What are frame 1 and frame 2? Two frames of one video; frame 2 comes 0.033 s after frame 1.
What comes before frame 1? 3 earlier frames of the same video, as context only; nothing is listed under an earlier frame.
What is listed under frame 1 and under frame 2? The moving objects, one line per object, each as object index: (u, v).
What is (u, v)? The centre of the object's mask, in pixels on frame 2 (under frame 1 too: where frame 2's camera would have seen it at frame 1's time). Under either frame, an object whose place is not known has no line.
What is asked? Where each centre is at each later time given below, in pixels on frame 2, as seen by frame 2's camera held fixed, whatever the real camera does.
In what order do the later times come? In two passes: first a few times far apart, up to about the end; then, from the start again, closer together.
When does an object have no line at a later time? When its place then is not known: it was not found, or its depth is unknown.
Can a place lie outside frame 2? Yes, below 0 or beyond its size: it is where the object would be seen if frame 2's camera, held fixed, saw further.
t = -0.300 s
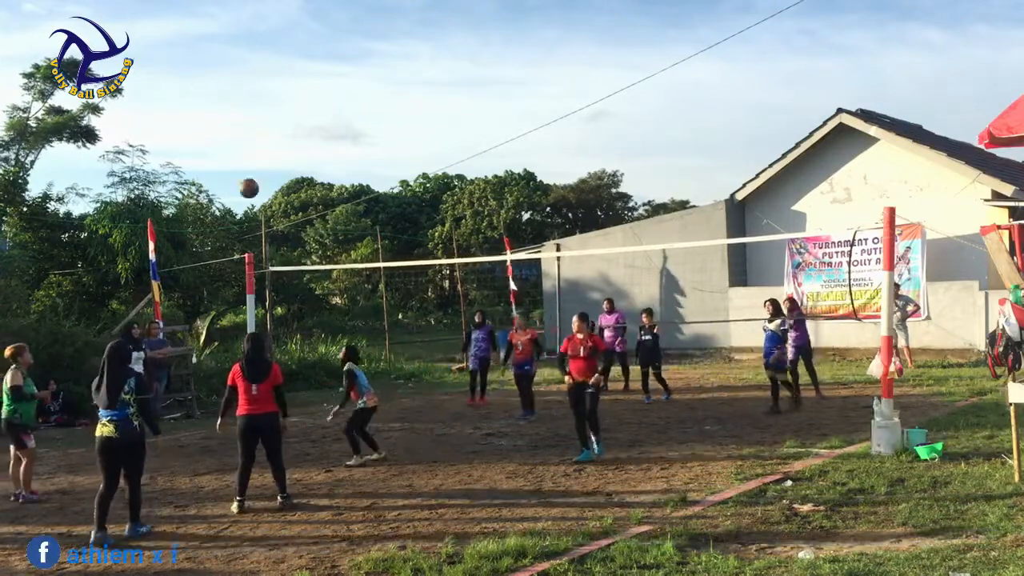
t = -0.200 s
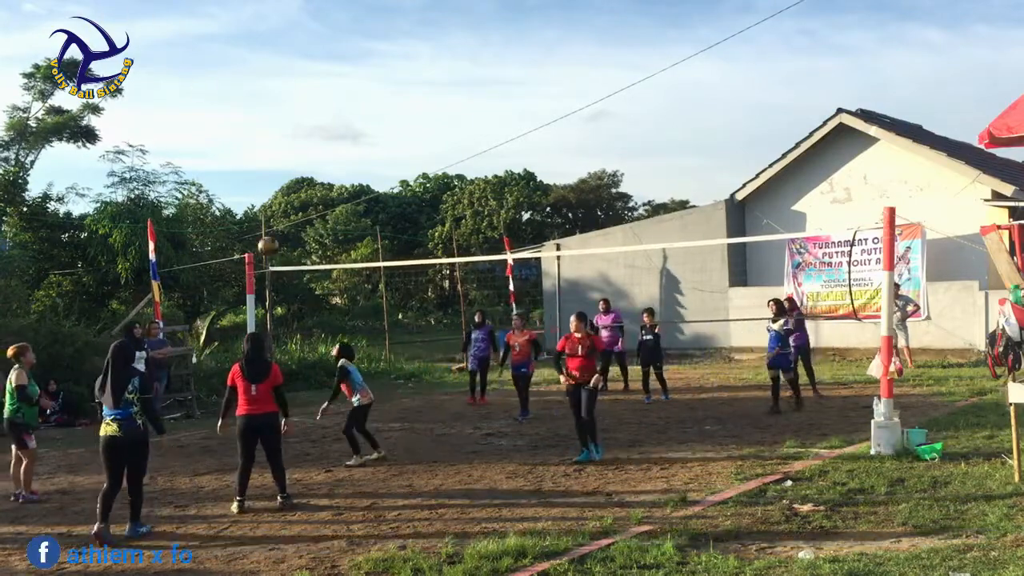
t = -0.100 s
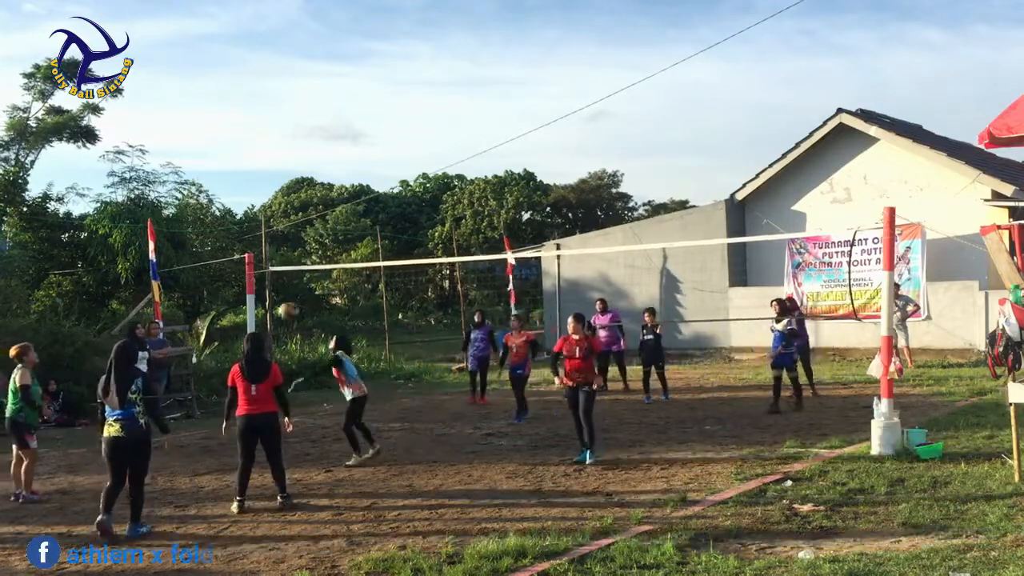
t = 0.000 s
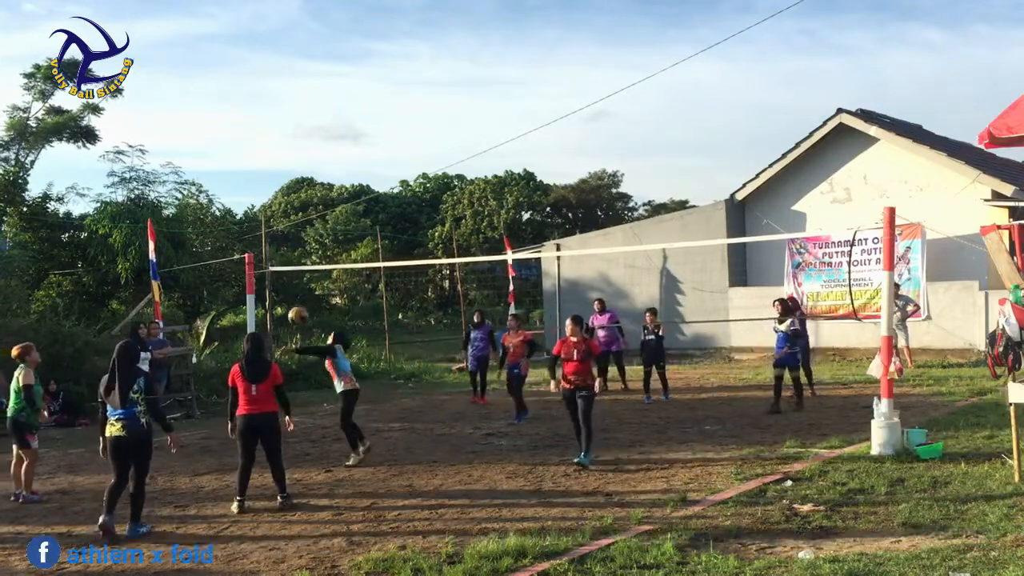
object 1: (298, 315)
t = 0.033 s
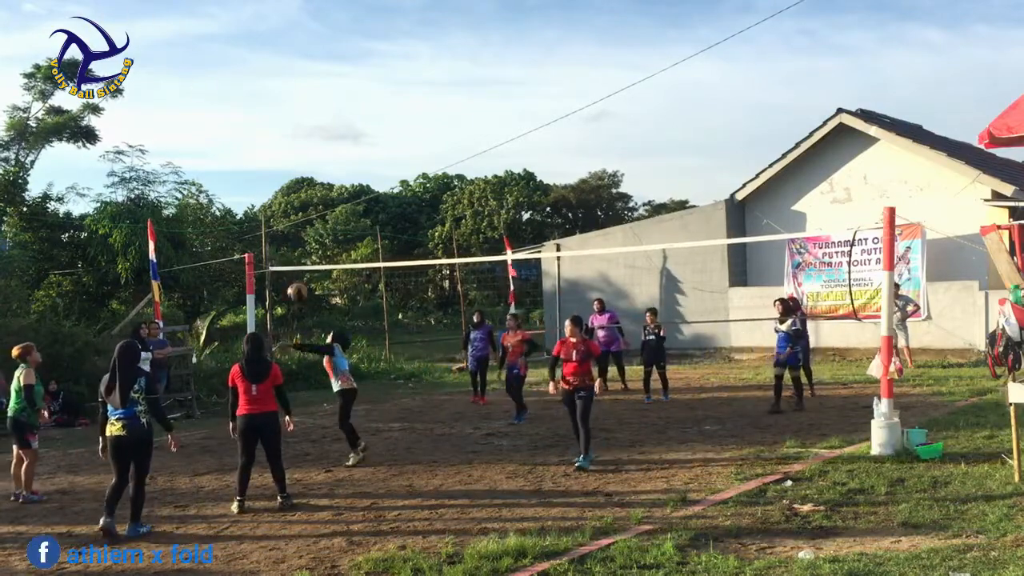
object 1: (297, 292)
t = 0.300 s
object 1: (293, 144)
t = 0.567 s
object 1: (291, 65)
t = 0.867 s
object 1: (293, 49)
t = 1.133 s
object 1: (297, 94)
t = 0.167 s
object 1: (292, 210)
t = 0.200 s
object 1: (293, 192)
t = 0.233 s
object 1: (294, 174)
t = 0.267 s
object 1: (293, 158)
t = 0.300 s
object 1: (293, 144)
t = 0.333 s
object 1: (293, 130)
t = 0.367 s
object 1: (292, 118)
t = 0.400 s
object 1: (292, 107)
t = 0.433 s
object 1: (292, 96)
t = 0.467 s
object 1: (292, 87)
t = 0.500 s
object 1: (292, 79)
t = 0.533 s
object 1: (291, 71)
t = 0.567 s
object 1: (291, 65)
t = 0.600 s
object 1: (291, 59)
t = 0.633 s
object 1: (292, 55)
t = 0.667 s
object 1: (291, 51)
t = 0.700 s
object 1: (292, 49)
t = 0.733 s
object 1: (292, 47)
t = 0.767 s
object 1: (292, 46)
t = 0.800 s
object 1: (292, 46)
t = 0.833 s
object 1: (293, 47)
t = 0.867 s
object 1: (293, 49)
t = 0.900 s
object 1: (294, 52)
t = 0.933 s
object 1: (294, 55)
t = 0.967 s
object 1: (295, 60)
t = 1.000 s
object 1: (296, 65)
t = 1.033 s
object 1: (296, 71)
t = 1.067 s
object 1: (296, 77)
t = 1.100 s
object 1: (297, 85)
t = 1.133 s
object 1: (297, 94)
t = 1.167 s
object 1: (298, 102)
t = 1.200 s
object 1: (299, 112)
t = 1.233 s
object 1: (300, 123)
